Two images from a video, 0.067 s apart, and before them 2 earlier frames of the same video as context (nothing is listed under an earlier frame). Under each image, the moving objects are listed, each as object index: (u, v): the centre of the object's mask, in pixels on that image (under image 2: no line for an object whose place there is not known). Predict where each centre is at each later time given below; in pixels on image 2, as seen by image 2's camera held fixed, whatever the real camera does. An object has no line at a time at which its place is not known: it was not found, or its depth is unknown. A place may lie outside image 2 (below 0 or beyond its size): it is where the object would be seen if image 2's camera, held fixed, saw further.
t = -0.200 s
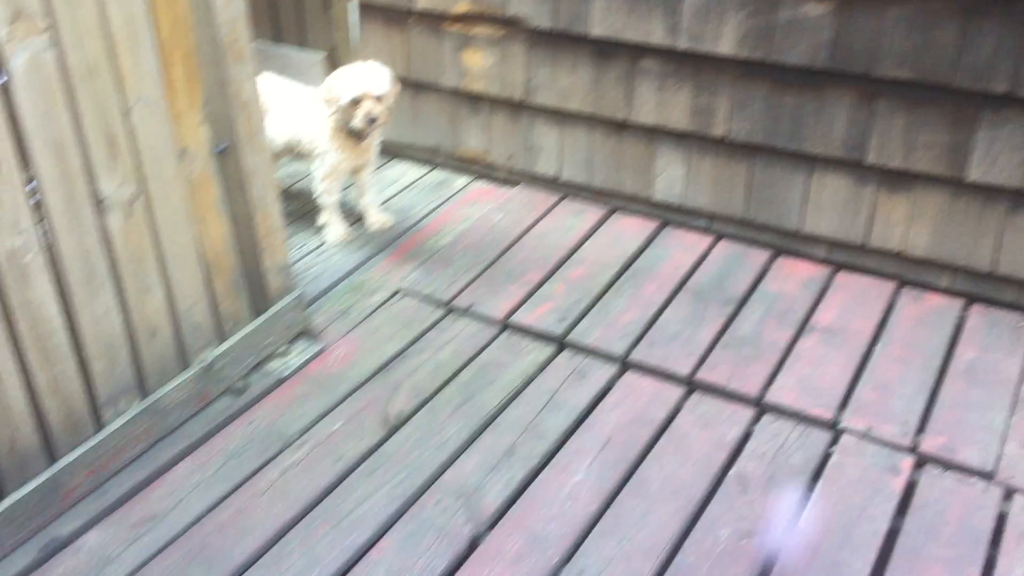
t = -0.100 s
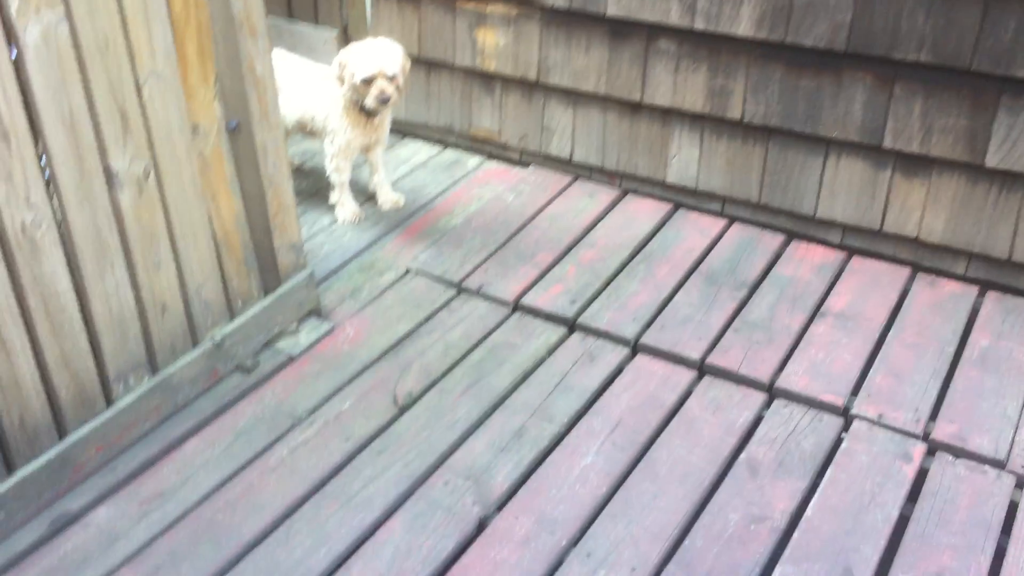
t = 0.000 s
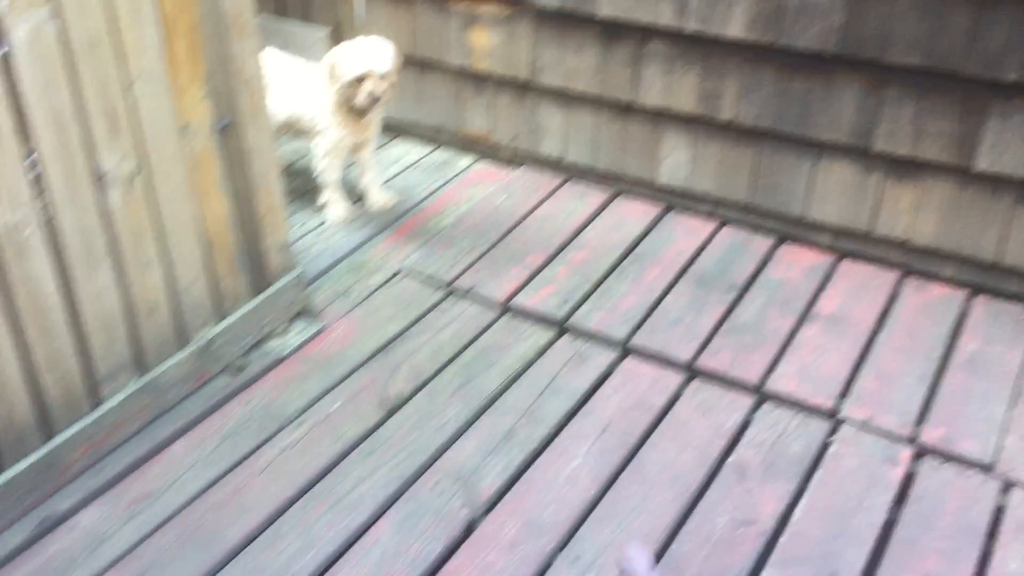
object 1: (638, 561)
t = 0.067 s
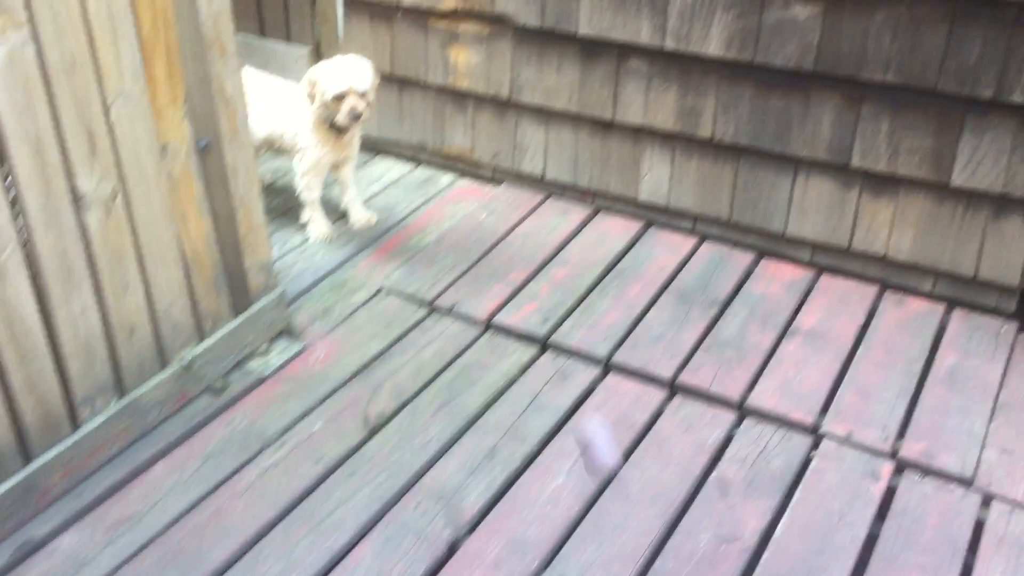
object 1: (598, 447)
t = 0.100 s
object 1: (583, 378)
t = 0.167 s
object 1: (553, 270)
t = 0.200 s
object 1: (535, 223)
